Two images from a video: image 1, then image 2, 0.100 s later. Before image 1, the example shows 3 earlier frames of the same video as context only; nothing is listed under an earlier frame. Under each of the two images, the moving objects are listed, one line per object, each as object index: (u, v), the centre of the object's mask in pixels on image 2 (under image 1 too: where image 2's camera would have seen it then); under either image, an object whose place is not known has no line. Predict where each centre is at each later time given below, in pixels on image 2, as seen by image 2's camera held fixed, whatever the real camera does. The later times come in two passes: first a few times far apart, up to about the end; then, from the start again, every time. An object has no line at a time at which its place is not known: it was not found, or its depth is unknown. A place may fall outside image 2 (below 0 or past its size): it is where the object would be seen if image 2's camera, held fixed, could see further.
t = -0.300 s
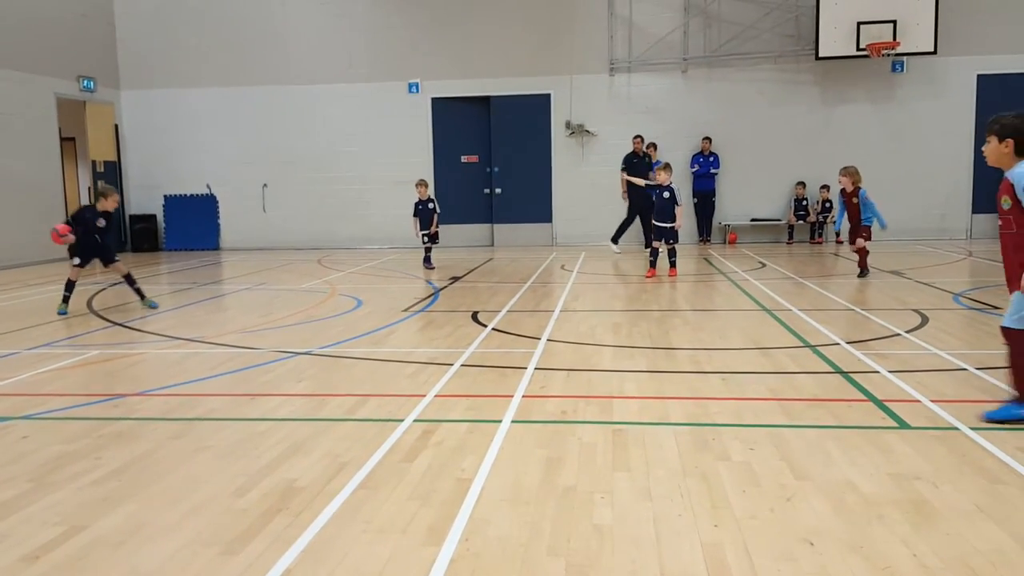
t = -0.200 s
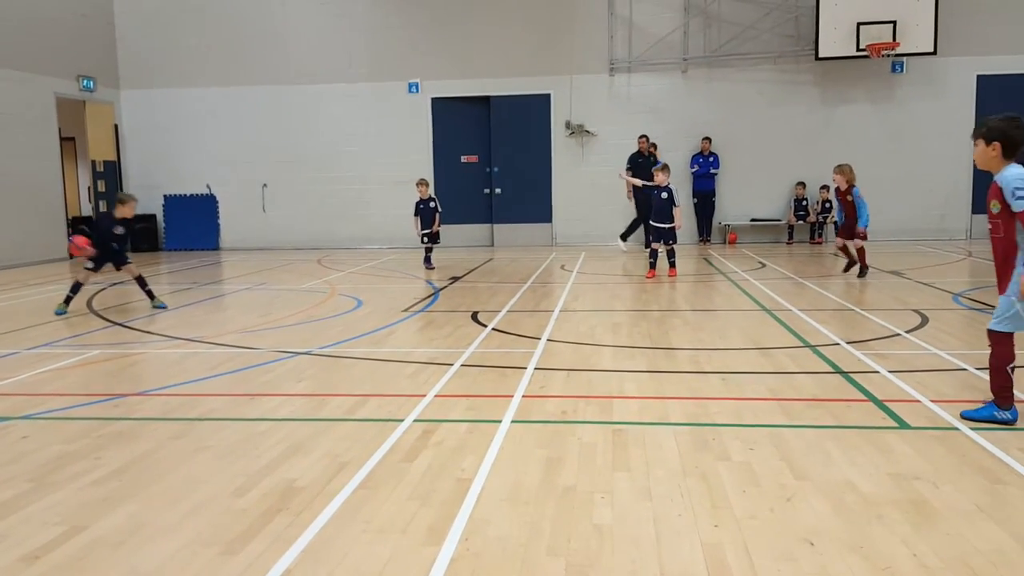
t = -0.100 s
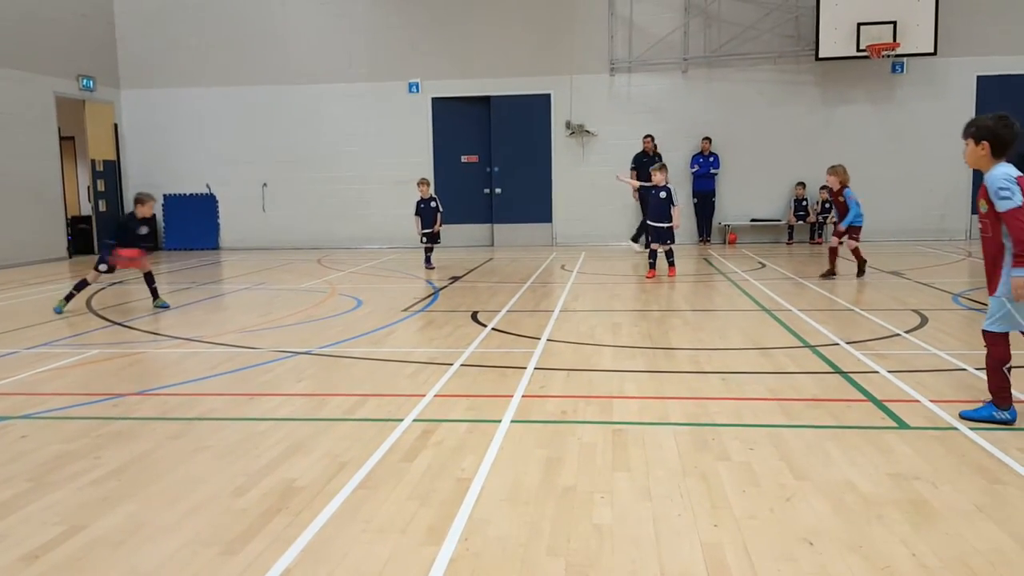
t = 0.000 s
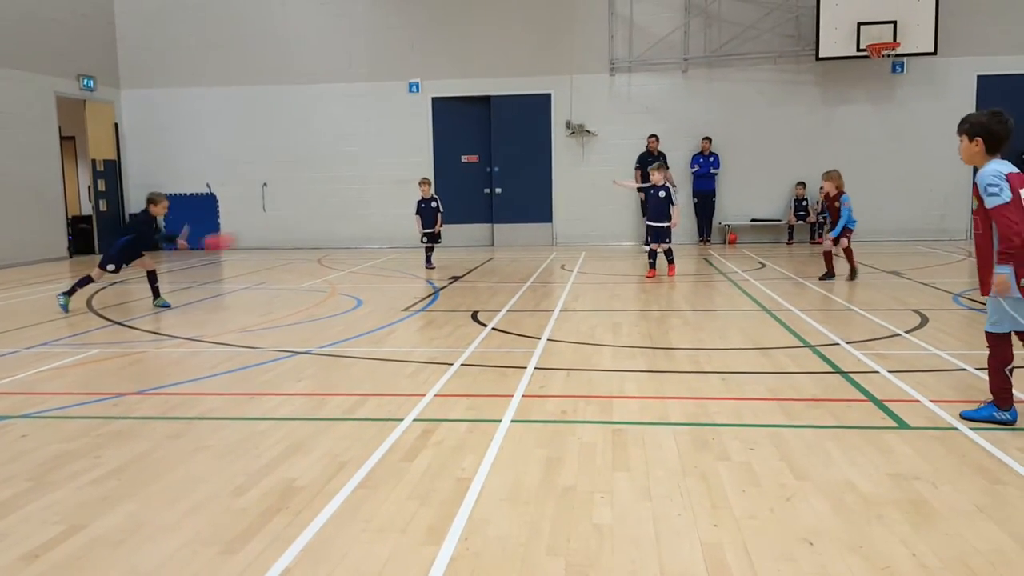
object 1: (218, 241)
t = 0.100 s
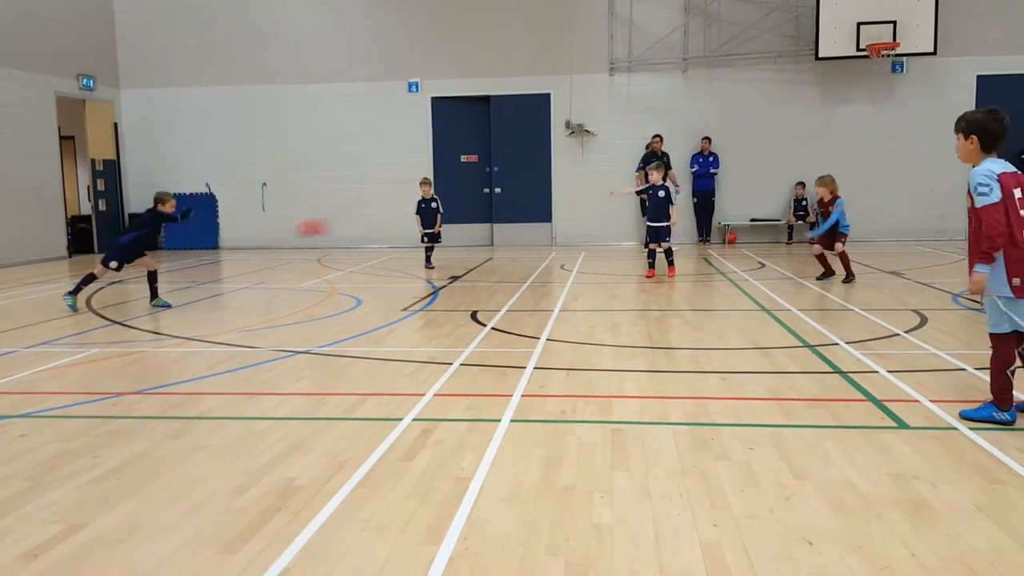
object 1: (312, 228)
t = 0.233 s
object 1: (427, 226)
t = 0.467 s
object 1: (600, 261)
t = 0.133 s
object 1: (340, 226)
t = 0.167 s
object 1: (370, 224)
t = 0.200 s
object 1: (397, 224)
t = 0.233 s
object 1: (427, 226)
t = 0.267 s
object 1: (452, 227)
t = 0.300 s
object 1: (477, 231)
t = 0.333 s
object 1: (503, 236)
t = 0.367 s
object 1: (527, 240)
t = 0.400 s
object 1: (551, 246)
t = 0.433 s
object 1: (576, 254)
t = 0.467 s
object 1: (600, 261)
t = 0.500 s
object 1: (621, 271)
